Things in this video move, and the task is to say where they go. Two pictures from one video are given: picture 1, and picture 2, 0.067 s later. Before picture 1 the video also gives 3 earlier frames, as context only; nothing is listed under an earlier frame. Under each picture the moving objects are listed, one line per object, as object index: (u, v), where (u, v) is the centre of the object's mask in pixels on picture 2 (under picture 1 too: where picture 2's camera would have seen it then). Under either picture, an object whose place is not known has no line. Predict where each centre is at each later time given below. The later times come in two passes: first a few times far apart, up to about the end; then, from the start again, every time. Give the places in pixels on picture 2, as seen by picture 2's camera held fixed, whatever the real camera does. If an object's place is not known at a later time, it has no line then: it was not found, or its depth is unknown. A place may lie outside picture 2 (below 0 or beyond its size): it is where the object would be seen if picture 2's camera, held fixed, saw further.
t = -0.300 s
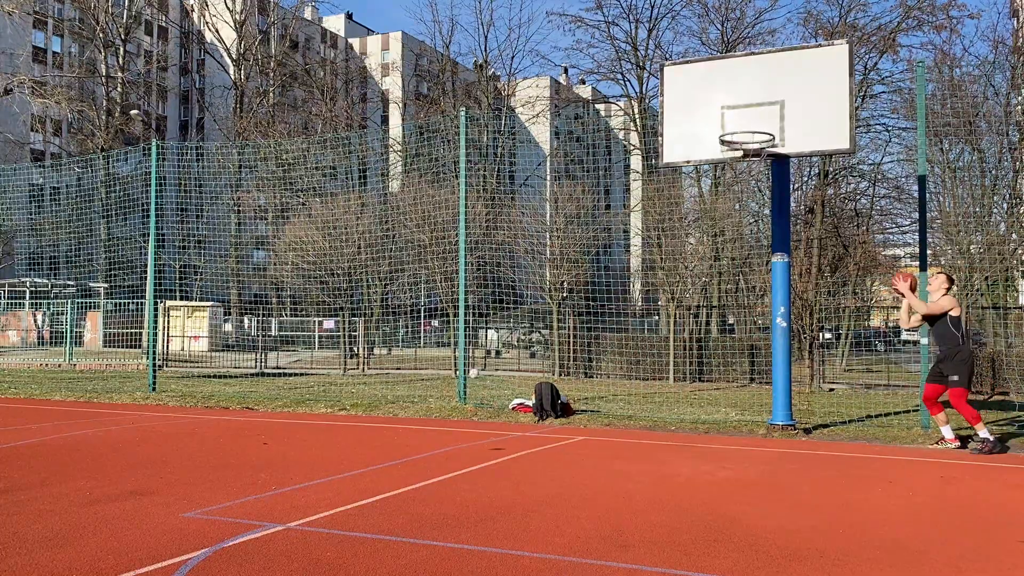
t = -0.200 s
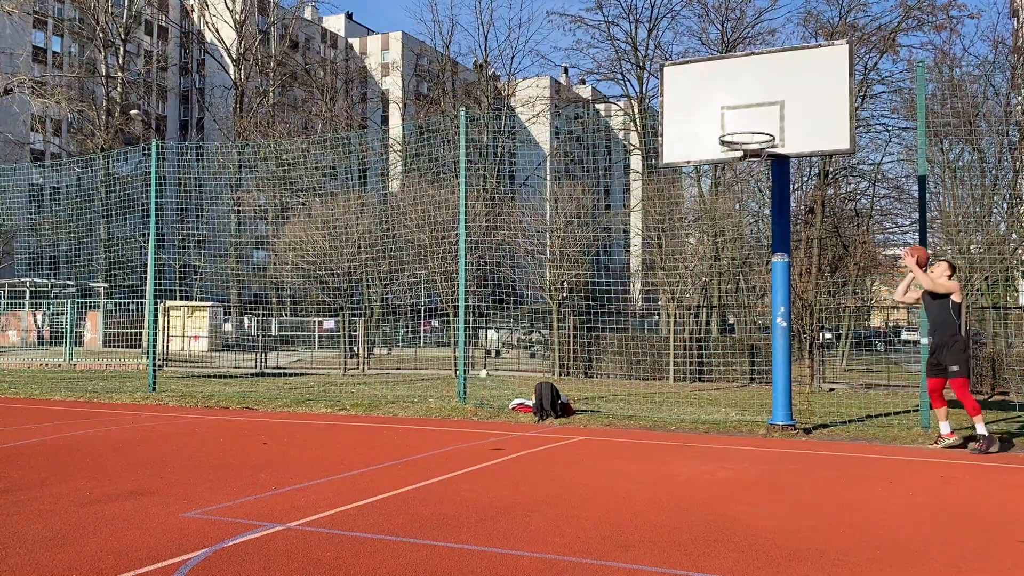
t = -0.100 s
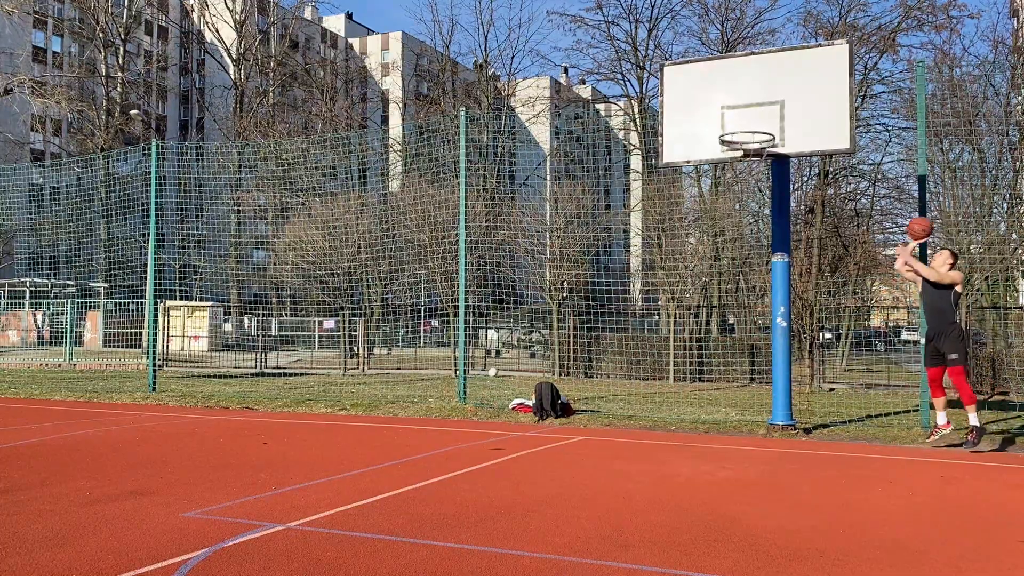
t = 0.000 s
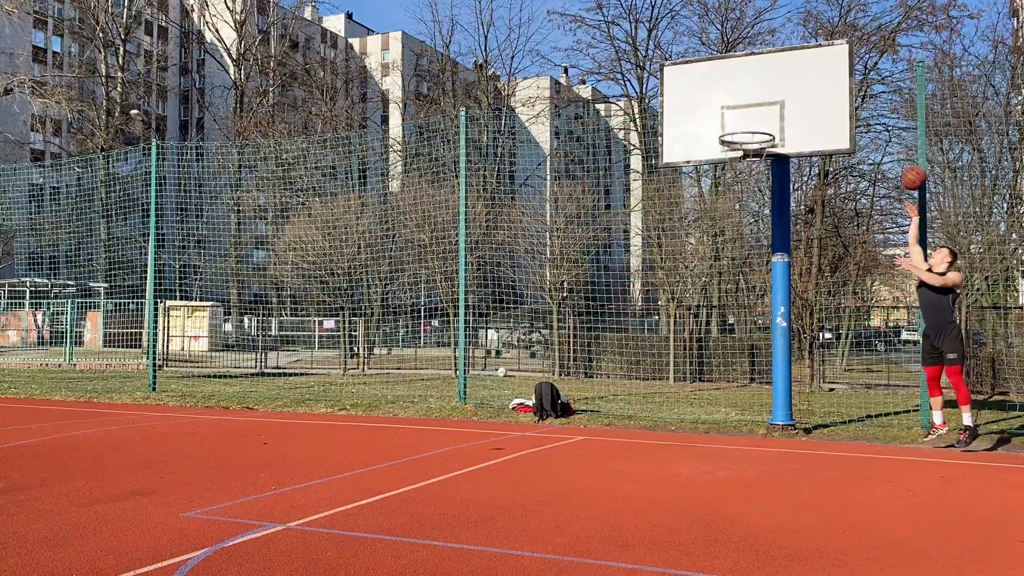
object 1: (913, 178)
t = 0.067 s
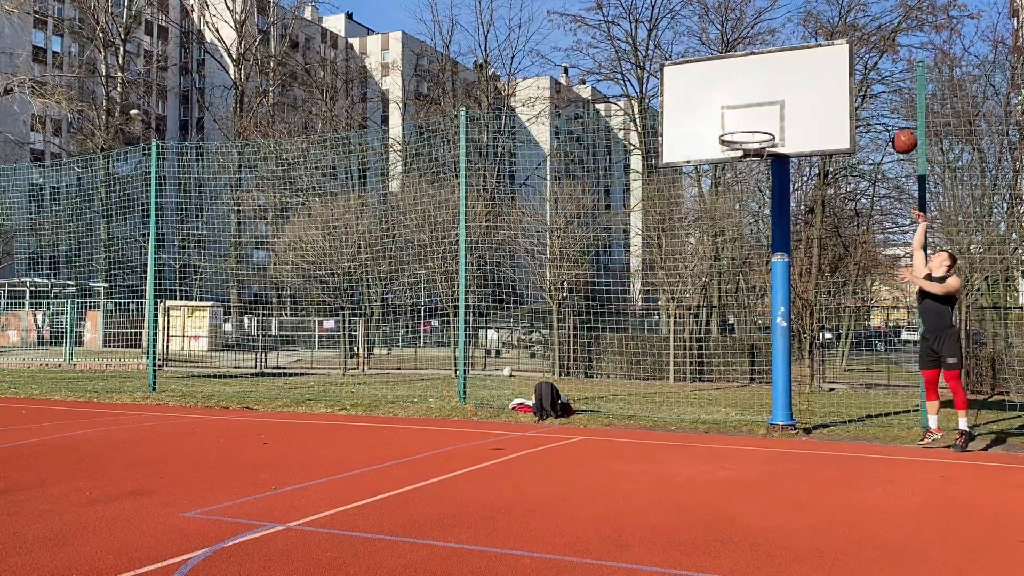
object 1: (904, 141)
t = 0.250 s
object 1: (879, 62)
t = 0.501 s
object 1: (845, 9)
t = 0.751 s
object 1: (811, 13)
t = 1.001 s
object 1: (778, 84)
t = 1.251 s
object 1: (745, 120)
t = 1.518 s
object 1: (746, 151)
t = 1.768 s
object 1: (757, 158)
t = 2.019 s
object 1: (749, 168)
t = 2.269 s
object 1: (734, 212)
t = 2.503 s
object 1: (719, 310)
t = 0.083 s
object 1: (902, 133)
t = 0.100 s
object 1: (900, 125)
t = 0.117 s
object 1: (898, 117)
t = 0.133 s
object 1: (895, 109)
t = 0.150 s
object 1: (893, 102)
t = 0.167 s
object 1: (891, 95)
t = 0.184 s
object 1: (888, 88)
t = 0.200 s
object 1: (886, 81)
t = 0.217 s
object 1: (884, 75)
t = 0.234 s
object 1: (882, 69)
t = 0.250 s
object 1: (879, 62)
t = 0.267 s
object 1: (877, 57)
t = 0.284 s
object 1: (874, 51)
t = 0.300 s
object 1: (873, 46)
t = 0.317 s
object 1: (870, 42)
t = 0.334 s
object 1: (868, 37)
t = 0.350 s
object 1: (865, 33)
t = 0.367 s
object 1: (864, 29)
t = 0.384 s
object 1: (861, 25)
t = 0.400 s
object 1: (859, 21)
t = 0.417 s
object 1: (857, 18)
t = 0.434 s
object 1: (855, 15)
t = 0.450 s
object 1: (853, 13)
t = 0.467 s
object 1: (850, 11)
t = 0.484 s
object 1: (848, 10)
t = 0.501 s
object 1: (845, 9)
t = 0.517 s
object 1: (843, 8)
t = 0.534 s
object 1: (841, 8)
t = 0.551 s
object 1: (839, 7)
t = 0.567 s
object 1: (836, 7)
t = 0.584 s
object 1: (834, 7)
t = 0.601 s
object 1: (832, 6)
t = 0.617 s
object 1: (829, 7)
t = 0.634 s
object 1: (827, 7)
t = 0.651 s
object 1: (825, 7)
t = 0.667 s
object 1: (823, 8)
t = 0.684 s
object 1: (820, 8)
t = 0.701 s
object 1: (818, 9)
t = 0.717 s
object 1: (816, 10)
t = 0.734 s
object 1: (814, 11)
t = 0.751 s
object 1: (811, 13)
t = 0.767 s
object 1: (810, 14)
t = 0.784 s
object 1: (808, 18)
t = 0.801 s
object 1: (805, 21)
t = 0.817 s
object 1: (803, 24)
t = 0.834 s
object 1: (801, 28)
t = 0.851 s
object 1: (799, 32)
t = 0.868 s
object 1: (797, 37)
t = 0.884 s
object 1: (794, 41)
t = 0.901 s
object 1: (792, 46)
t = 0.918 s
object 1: (789, 52)
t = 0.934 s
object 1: (787, 58)
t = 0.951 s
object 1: (785, 64)
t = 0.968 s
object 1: (783, 70)
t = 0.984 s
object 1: (780, 77)
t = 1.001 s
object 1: (778, 84)
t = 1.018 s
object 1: (776, 91)
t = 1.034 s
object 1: (773, 99)
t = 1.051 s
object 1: (771, 107)
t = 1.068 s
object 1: (769, 115)
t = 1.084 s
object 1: (766, 122)
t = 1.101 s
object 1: (764, 122)
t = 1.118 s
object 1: (762, 120)
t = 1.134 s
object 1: (760, 119)
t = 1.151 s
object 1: (758, 119)
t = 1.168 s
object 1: (756, 118)
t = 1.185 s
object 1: (753, 118)
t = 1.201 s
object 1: (751, 118)
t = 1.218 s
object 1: (749, 118)
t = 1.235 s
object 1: (747, 119)
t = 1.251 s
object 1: (745, 120)
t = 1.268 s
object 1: (743, 122)
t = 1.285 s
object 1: (741, 123)
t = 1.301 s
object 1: (738, 125)
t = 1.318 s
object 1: (736, 128)
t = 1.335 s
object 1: (734, 130)
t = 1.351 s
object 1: (733, 132)
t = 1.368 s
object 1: (735, 133)
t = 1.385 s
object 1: (736, 134)
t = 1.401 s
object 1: (737, 135)
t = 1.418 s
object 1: (738, 137)
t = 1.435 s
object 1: (740, 138)
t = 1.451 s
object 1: (741, 140)
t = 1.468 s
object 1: (742, 142)
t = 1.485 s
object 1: (744, 146)
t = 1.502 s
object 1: (745, 147)
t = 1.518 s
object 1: (746, 151)
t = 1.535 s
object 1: (746, 154)
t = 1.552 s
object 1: (748, 157)
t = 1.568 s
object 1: (749, 158)
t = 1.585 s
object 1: (750, 158)
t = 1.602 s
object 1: (751, 158)
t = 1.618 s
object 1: (752, 158)
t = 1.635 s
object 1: (753, 158)
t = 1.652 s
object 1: (754, 158)
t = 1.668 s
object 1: (755, 158)
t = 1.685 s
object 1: (756, 158)
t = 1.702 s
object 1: (756, 158)
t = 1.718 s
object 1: (756, 158)
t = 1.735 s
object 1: (757, 158)
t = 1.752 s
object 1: (757, 158)
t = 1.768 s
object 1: (757, 158)
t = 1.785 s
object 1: (757, 158)
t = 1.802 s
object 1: (757, 158)
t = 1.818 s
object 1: (757, 159)
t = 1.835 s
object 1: (757, 159)
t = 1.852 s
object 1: (756, 159)
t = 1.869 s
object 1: (756, 159)
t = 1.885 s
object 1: (756, 160)
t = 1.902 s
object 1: (755, 161)
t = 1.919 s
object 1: (755, 161)
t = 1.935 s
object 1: (754, 162)
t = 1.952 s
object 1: (754, 162)
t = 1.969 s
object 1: (754, 163)
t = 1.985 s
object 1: (752, 164)
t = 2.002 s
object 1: (750, 167)
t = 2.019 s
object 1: (749, 168)
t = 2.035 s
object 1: (749, 170)
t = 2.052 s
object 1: (748, 172)
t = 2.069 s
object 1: (747, 173)
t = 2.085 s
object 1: (746, 175)
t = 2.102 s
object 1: (746, 178)
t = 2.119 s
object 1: (745, 180)
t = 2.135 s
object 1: (744, 182)
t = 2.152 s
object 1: (742, 185)
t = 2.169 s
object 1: (740, 188)
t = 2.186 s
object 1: (739, 191)
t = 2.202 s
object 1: (738, 195)
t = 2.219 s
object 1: (737, 200)
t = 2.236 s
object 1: (737, 203)
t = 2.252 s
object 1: (735, 207)
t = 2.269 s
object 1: (734, 212)
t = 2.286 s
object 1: (733, 218)
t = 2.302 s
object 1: (732, 223)
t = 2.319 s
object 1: (731, 228)
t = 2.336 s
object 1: (729, 234)
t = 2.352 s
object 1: (729, 240)
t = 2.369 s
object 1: (727, 247)
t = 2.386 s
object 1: (726, 253)
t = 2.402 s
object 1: (725, 261)
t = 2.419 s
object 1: (724, 269)
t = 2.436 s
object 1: (722, 276)
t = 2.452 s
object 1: (721, 284)
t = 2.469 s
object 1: (720, 292)
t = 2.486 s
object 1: (719, 301)
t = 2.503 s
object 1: (719, 310)
